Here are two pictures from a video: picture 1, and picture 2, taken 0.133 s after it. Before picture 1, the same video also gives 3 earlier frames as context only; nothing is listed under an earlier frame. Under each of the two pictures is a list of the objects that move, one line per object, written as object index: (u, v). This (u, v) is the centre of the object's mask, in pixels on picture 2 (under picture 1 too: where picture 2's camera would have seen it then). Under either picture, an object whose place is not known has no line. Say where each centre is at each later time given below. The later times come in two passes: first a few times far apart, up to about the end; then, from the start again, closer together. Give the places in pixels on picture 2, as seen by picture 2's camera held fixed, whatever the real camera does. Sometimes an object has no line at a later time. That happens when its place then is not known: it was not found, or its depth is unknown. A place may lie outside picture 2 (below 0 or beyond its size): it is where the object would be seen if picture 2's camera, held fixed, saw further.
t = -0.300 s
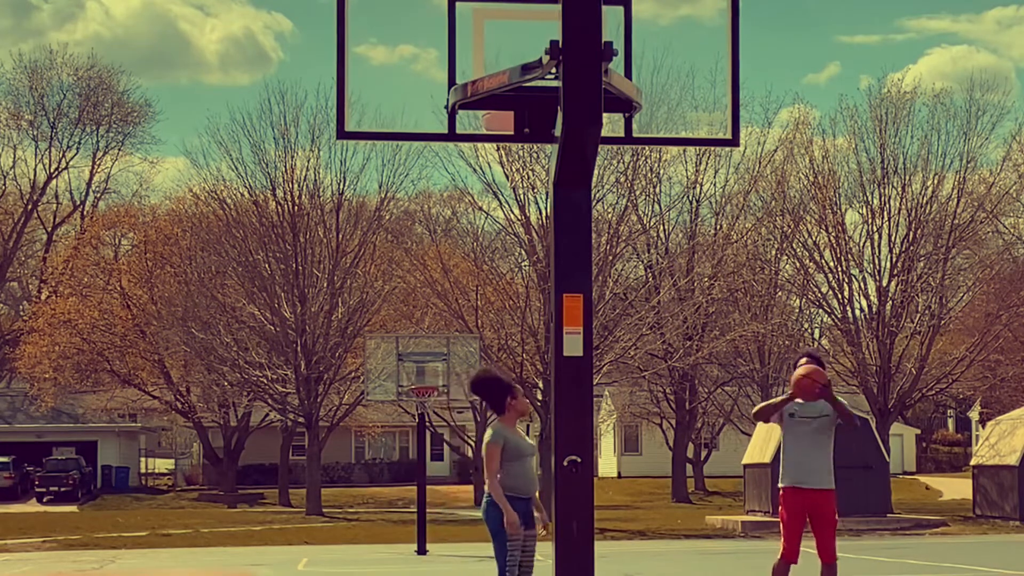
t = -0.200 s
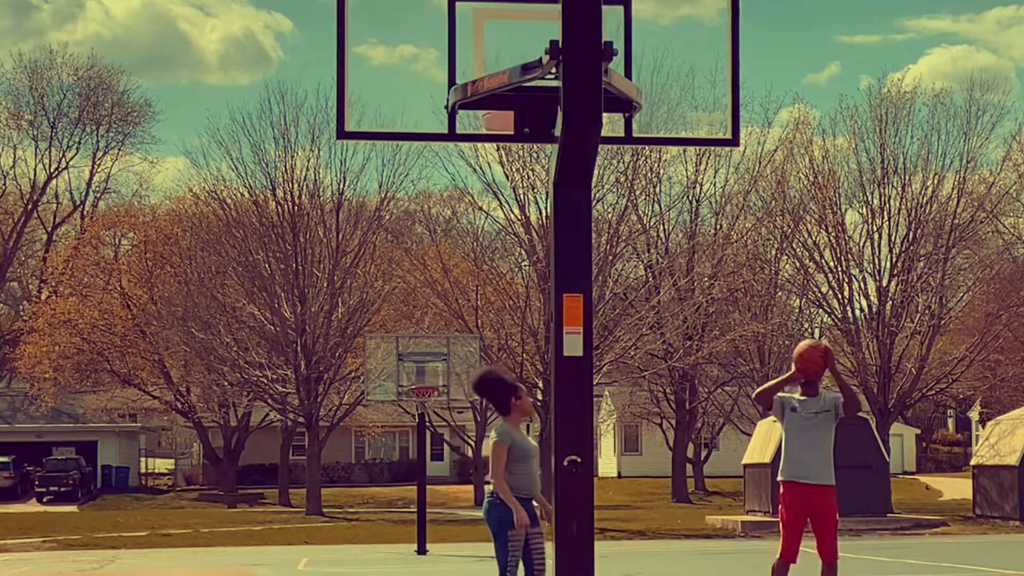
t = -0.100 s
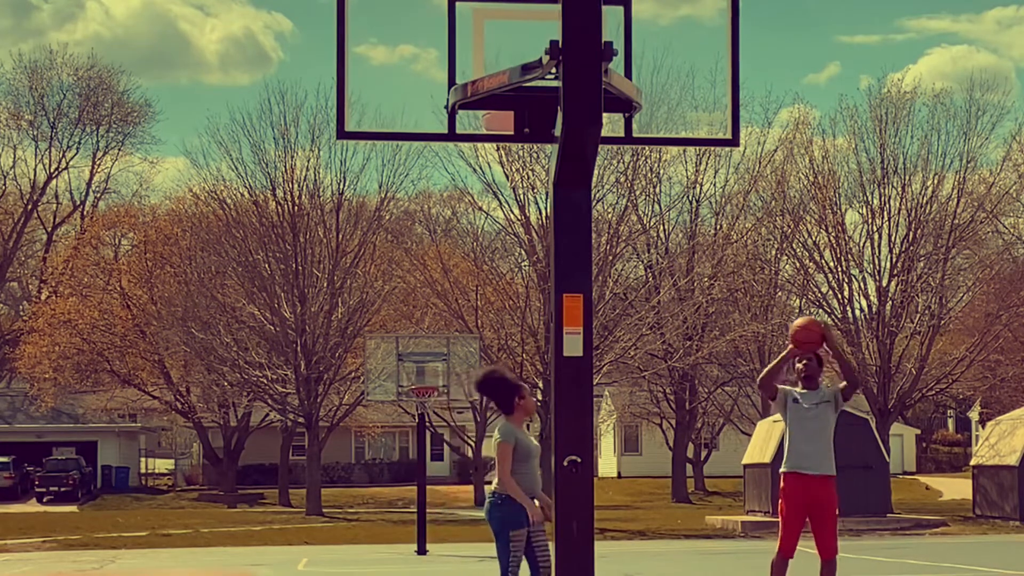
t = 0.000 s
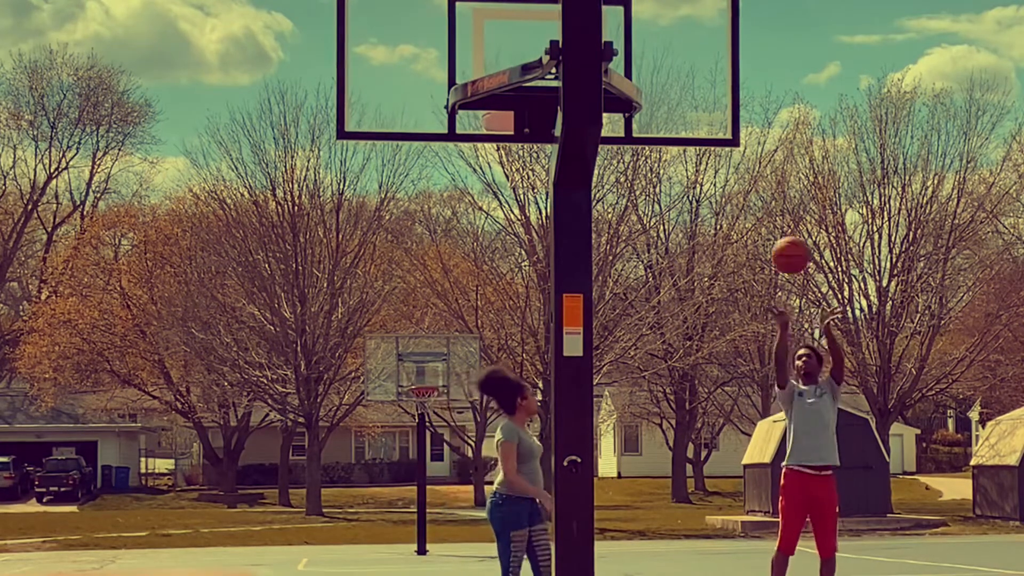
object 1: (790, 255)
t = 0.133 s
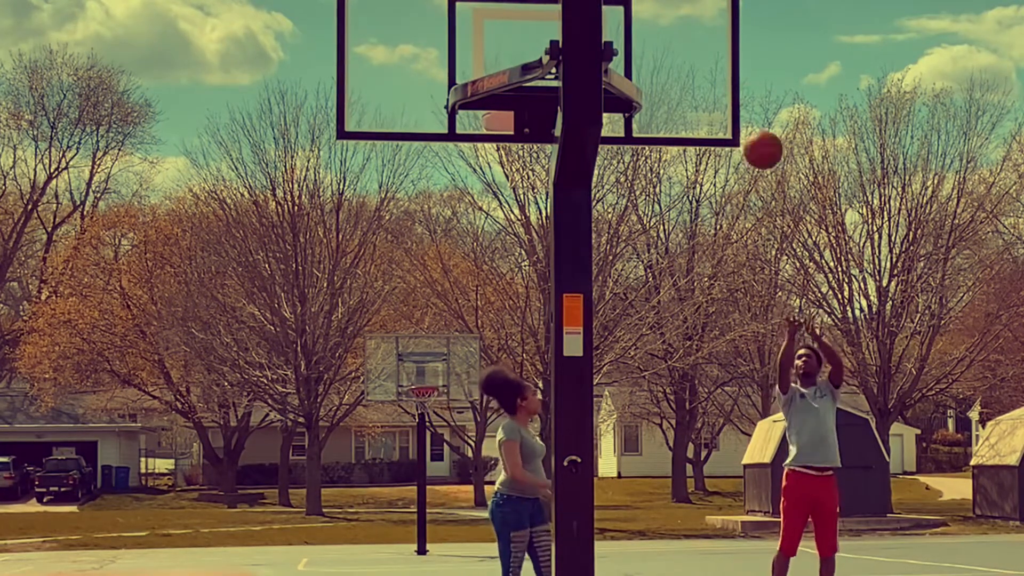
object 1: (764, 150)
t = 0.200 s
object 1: (753, 106)
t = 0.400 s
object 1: (705, 14)
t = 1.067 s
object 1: (513, 55)
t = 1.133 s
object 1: (492, 54)
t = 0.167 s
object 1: (757, 127)
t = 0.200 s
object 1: (753, 106)
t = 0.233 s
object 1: (749, 86)
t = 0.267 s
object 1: (738, 68)
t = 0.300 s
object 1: (725, 51)
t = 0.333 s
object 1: (715, 36)
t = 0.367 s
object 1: (711, 22)
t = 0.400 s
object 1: (705, 14)
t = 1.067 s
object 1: (513, 55)
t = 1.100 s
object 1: (503, 54)
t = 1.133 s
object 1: (492, 54)
